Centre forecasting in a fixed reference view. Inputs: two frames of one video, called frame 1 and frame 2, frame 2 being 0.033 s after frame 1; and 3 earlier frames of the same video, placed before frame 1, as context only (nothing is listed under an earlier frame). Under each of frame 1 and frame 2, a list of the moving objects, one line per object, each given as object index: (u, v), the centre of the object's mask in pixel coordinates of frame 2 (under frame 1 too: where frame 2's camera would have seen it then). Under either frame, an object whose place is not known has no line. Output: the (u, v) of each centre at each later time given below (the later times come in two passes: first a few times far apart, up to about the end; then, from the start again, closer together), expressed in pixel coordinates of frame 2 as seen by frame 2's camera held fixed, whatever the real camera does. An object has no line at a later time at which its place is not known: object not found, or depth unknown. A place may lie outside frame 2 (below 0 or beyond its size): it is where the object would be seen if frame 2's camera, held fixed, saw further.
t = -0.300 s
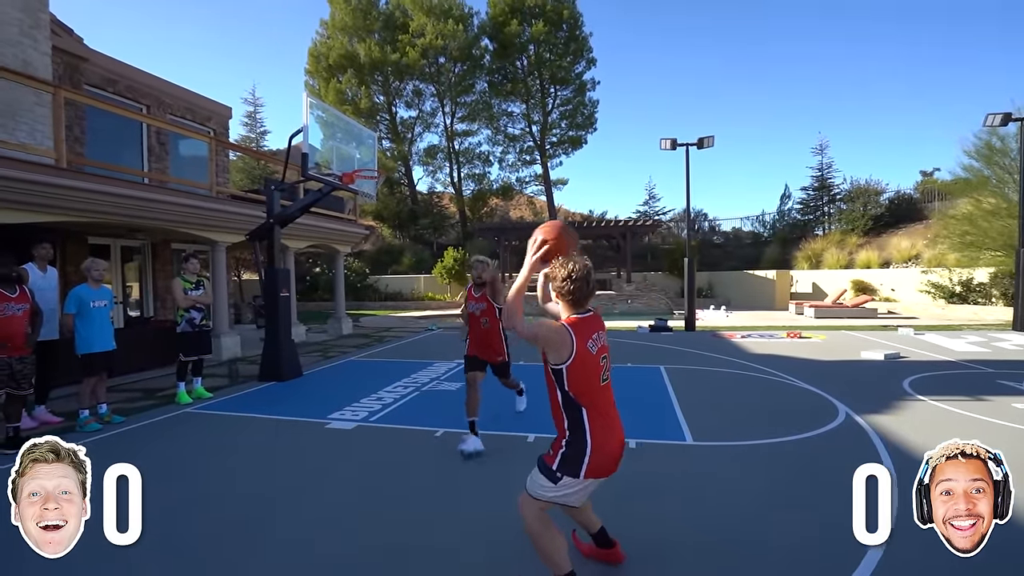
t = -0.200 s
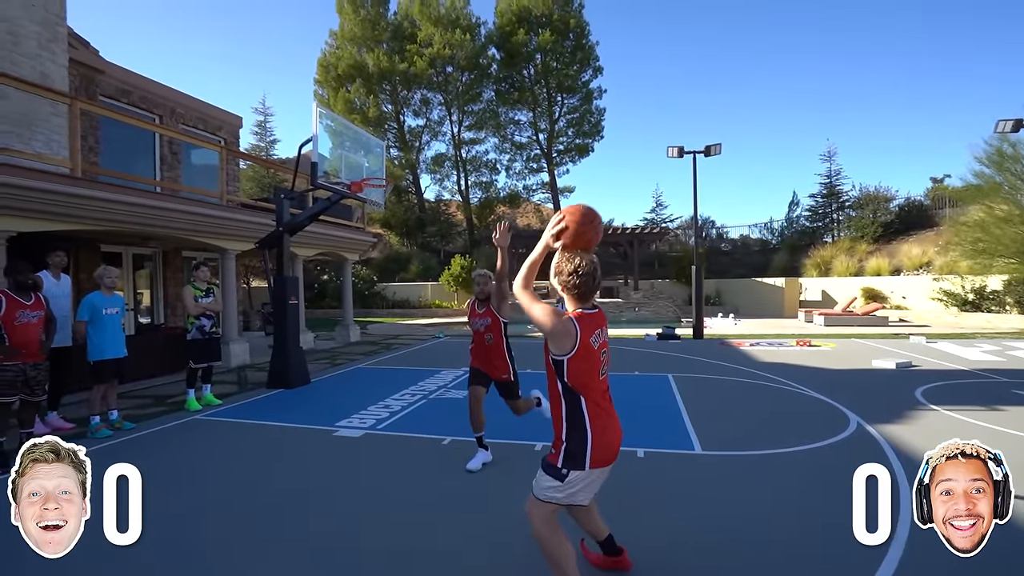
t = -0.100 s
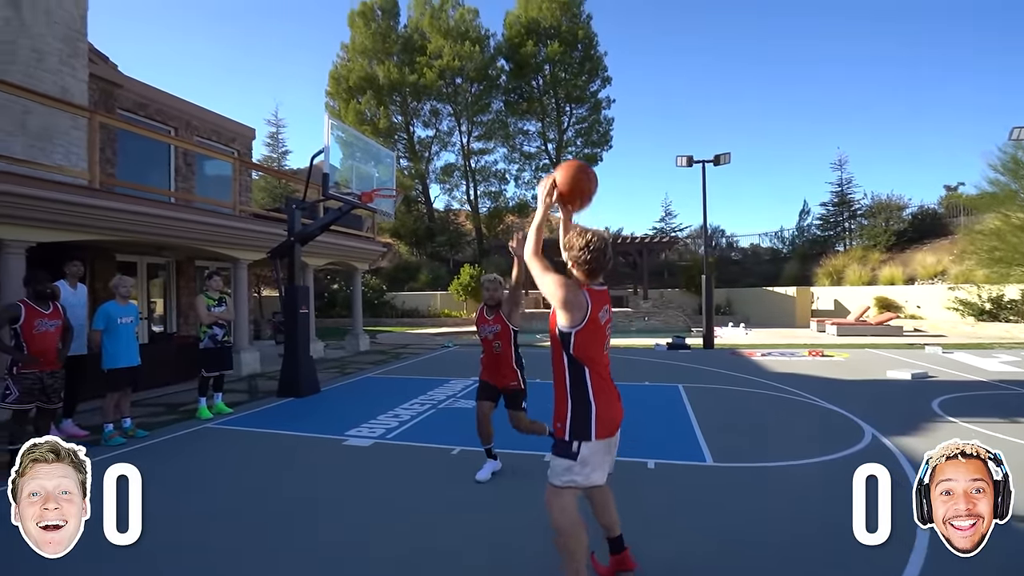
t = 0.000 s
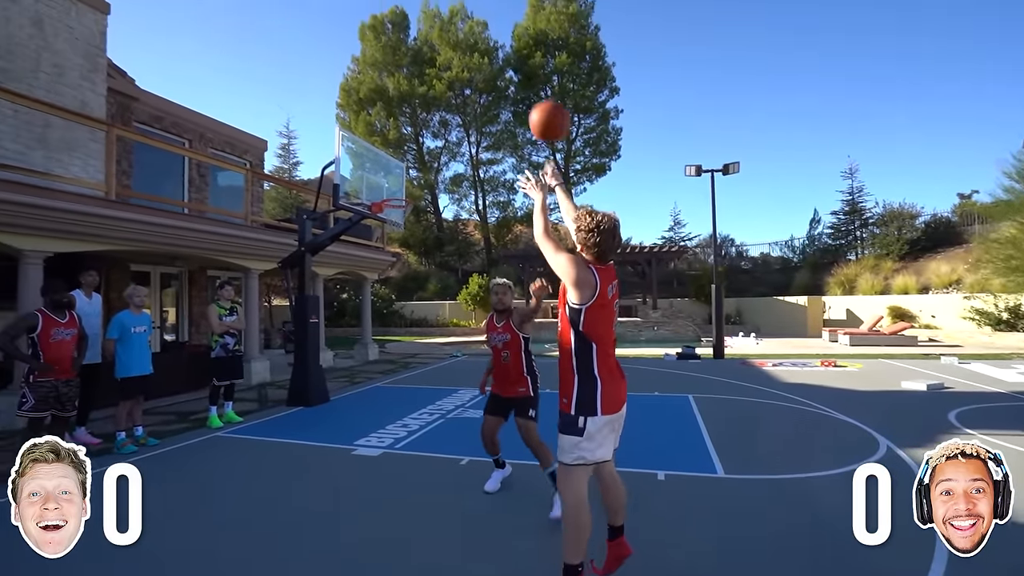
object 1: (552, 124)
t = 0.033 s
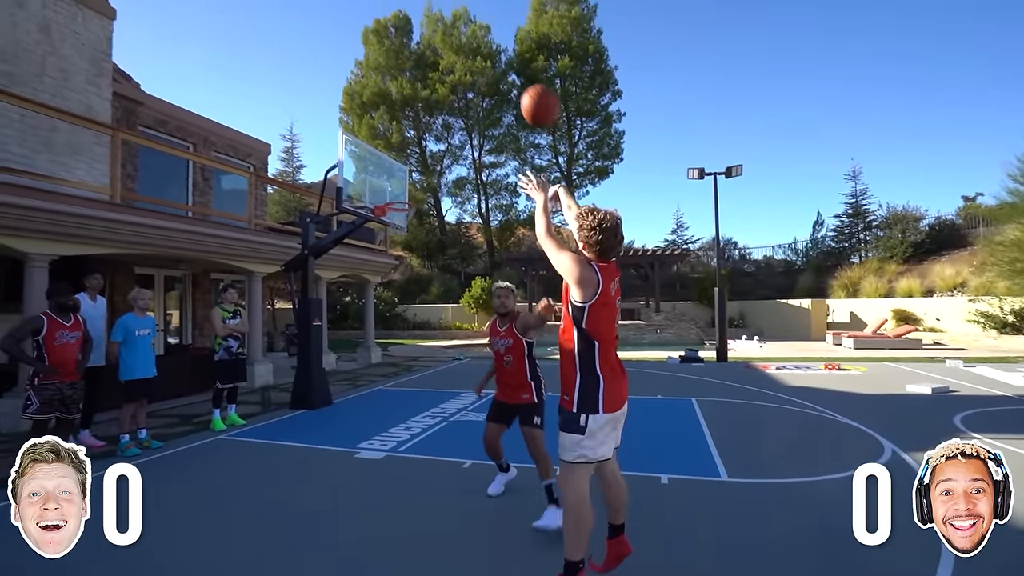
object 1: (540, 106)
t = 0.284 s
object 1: (478, 41)
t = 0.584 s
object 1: (437, 66)
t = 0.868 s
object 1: (413, 137)
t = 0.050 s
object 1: (534, 96)
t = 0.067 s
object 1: (528, 88)
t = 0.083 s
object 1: (524, 82)
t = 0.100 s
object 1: (519, 75)
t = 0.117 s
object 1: (515, 70)
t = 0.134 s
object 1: (510, 64)
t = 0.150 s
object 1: (506, 60)
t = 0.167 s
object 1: (503, 56)
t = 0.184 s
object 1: (498, 52)
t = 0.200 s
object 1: (495, 50)
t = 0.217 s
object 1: (491, 47)
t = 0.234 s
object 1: (488, 46)
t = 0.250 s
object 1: (484, 43)
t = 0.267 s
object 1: (481, 42)
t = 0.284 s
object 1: (478, 41)
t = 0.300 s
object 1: (475, 40)
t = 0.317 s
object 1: (473, 40)
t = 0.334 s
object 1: (470, 39)
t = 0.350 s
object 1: (468, 40)
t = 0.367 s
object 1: (465, 40)
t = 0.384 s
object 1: (462, 41)
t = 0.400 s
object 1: (460, 42)
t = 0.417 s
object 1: (458, 43)
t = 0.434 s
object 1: (455, 44)
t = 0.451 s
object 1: (453, 46)
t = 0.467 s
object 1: (451, 48)
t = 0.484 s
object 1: (449, 49)
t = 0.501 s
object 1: (448, 51)
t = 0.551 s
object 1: (441, 59)
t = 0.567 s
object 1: (439, 63)
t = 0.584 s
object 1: (437, 66)
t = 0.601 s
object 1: (435, 69)
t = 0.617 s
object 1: (433, 72)
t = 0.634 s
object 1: (432, 75)
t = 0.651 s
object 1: (430, 79)
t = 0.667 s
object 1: (429, 82)
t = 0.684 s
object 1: (426, 86)
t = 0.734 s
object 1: (422, 99)
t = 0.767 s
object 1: (420, 108)
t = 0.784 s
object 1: (419, 112)
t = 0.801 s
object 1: (417, 116)
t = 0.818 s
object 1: (416, 122)
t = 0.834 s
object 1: (415, 127)
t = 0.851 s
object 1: (414, 132)
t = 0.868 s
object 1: (413, 137)
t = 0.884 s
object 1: (411, 142)
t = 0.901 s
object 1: (410, 147)
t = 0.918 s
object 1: (408, 153)
